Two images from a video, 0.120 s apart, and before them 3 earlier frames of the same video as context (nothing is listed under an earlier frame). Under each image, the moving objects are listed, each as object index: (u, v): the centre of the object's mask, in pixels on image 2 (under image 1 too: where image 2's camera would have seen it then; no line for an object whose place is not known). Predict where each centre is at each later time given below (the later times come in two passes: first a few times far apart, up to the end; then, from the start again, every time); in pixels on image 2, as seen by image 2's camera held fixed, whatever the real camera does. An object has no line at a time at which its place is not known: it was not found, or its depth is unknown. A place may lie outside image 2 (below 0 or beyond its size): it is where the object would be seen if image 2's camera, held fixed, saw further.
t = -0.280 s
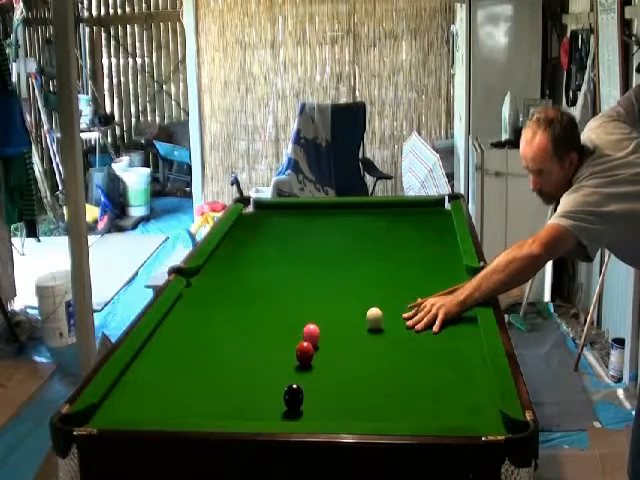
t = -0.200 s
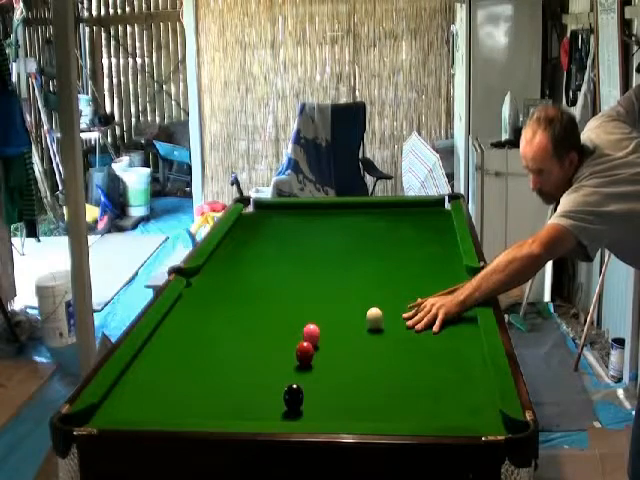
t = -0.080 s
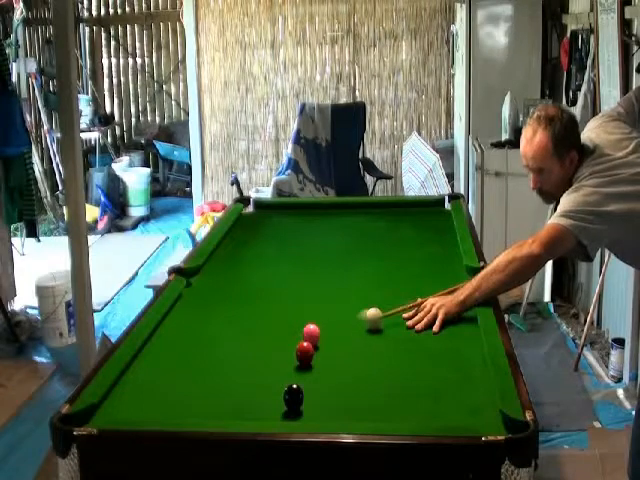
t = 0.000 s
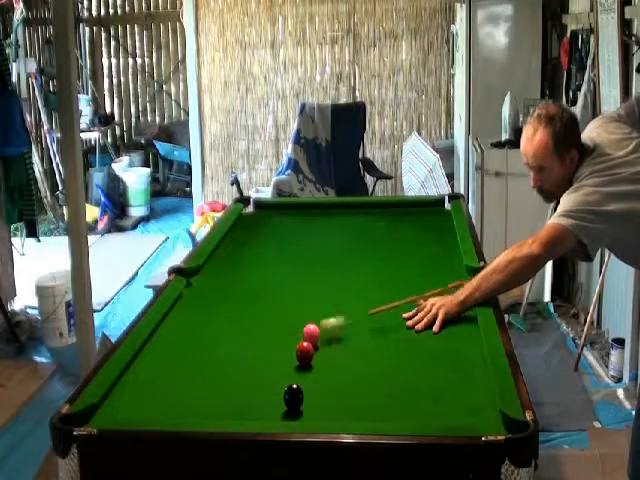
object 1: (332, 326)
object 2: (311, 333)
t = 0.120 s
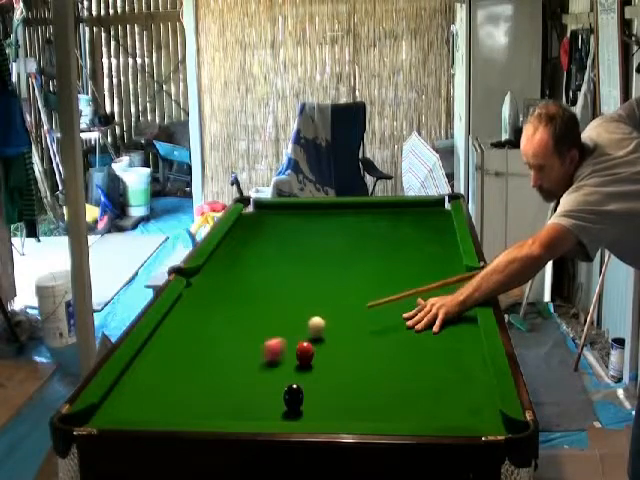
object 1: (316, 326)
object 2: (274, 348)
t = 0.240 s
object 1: (308, 324)
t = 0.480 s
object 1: (293, 320)
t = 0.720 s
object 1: (279, 317)
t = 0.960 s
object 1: (268, 314)
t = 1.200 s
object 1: (259, 312)
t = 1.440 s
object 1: (252, 310)
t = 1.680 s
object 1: (247, 308)
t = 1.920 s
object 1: (243, 308)
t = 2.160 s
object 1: (242, 308)
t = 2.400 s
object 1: (242, 308)
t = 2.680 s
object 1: (243, 308)
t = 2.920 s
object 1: (243, 308)
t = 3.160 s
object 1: (242, 308)
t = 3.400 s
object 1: (243, 308)
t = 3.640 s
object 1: (243, 308)
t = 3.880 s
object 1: (243, 308)
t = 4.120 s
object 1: (242, 308)
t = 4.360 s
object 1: (243, 308)
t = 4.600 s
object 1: (243, 308)
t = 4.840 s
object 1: (243, 308)
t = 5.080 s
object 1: (243, 308)
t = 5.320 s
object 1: (243, 308)
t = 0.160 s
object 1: (313, 326)
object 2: (262, 353)
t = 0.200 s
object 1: (310, 325)
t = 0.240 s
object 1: (308, 324)
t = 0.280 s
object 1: (305, 324)
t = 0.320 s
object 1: (302, 323)
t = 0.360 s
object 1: (300, 322)
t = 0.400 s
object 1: (297, 321)
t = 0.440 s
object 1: (295, 321)
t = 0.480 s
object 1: (293, 320)
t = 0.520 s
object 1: (290, 320)
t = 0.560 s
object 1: (288, 319)
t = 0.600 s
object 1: (286, 319)
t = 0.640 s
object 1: (283, 318)
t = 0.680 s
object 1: (281, 317)
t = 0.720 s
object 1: (279, 317)
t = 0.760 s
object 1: (277, 316)
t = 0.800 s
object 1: (275, 316)
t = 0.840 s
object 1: (273, 315)
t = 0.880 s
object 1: (272, 315)
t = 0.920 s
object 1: (270, 314)
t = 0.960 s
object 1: (268, 314)
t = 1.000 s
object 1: (266, 313)
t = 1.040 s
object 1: (265, 313)
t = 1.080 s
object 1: (263, 312)
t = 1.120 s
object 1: (262, 312)
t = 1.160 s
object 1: (260, 312)
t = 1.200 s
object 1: (259, 312)
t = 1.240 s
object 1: (258, 311)
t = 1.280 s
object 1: (255, 311)
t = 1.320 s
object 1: (254, 311)
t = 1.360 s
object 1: (254, 310)
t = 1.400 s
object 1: (253, 310)
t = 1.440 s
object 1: (252, 310)
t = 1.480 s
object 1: (251, 310)
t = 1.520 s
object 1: (250, 310)
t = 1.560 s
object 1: (249, 309)
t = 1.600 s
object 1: (248, 309)
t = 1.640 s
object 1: (247, 309)
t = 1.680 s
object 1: (247, 308)
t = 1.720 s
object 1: (246, 309)
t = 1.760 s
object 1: (245, 309)
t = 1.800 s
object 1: (245, 309)
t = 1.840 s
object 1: (244, 308)
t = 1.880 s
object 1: (244, 308)
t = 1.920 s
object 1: (243, 308)
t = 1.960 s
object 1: (243, 308)
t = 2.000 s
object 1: (243, 308)
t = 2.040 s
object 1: (242, 308)
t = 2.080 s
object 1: (242, 308)
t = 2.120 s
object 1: (242, 308)
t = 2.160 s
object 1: (242, 308)
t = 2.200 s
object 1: (242, 308)
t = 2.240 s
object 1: (242, 308)
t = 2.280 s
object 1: (242, 308)
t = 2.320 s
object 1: (242, 308)
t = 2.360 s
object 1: (242, 308)
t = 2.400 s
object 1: (242, 308)
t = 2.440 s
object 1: (242, 308)
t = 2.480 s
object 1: (242, 308)
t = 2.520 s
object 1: (242, 308)
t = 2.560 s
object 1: (242, 308)
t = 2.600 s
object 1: (242, 308)
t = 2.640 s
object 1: (242, 308)
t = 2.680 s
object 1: (243, 308)
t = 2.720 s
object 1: (243, 308)
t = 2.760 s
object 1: (242, 308)
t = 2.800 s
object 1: (243, 308)
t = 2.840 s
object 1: (243, 308)
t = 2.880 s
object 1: (242, 308)
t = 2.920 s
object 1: (243, 308)
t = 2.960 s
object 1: (243, 308)
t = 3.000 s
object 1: (243, 308)
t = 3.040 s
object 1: (242, 308)
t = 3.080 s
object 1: (242, 308)
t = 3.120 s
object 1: (242, 308)
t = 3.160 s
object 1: (242, 308)
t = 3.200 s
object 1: (242, 308)
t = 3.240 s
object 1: (242, 308)
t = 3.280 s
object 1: (242, 308)
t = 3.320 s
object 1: (243, 308)
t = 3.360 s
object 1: (243, 308)
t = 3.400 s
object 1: (243, 308)
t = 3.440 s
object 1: (243, 308)
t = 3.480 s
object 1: (243, 308)
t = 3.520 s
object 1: (243, 308)
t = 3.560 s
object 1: (243, 308)
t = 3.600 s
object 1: (243, 308)
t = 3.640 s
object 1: (243, 308)
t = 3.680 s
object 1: (243, 308)
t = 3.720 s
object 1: (243, 308)
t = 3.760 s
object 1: (243, 308)
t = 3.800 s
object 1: (243, 308)
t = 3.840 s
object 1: (243, 308)
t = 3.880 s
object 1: (243, 308)
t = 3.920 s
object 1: (243, 308)
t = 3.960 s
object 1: (243, 308)
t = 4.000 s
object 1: (243, 308)
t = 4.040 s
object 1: (243, 308)
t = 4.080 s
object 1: (243, 308)
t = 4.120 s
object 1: (242, 308)
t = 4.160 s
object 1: (243, 308)
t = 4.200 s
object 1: (243, 308)
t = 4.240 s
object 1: (243, 308)
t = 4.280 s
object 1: (242, 308)
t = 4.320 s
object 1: (243, 308)
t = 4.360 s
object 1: (243, 308)
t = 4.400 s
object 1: (243, 308)
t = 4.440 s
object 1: (243, 308)
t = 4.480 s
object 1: (243, 308)
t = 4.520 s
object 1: (243, 308)
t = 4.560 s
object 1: (243, 308)
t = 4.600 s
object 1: (243, 308)
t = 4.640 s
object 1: (242, 308)
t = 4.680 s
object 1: (243, 308)
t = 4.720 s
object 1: (243, 308)
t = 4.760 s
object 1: (243, 308)
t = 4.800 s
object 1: (243, 308)
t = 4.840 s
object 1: (243, 308)
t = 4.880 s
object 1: (243, 308)
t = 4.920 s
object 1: (243, 308)
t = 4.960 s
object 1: (243, 308)
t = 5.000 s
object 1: (243, 308)
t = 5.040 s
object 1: (243, 308)
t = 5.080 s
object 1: (243, 308)
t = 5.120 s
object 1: (243, 308)
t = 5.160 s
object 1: (242, 308)
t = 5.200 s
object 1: (243, 308)
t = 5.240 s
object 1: (243, 308)
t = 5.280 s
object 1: (243, 308)
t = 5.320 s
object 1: (243, 308)
